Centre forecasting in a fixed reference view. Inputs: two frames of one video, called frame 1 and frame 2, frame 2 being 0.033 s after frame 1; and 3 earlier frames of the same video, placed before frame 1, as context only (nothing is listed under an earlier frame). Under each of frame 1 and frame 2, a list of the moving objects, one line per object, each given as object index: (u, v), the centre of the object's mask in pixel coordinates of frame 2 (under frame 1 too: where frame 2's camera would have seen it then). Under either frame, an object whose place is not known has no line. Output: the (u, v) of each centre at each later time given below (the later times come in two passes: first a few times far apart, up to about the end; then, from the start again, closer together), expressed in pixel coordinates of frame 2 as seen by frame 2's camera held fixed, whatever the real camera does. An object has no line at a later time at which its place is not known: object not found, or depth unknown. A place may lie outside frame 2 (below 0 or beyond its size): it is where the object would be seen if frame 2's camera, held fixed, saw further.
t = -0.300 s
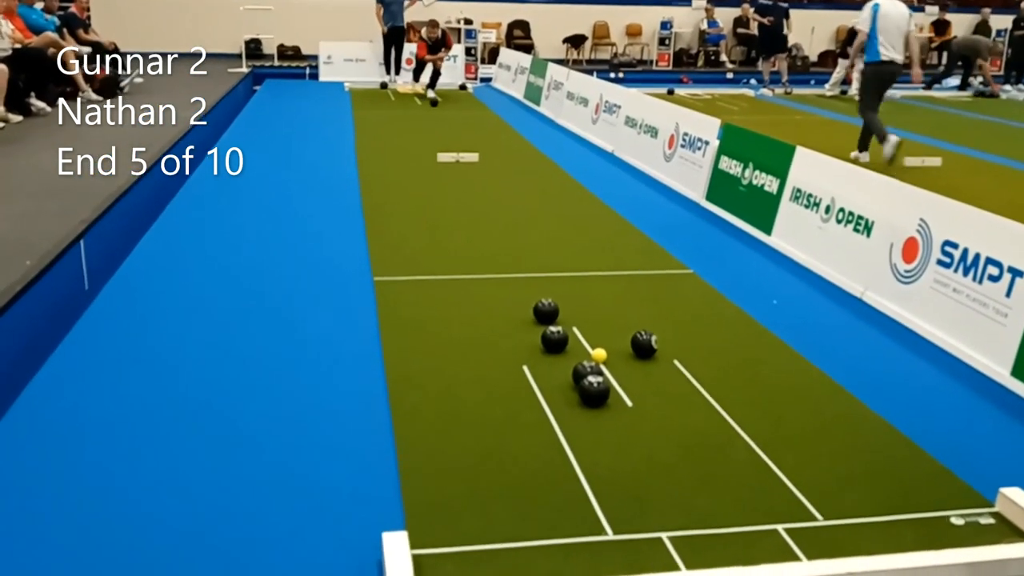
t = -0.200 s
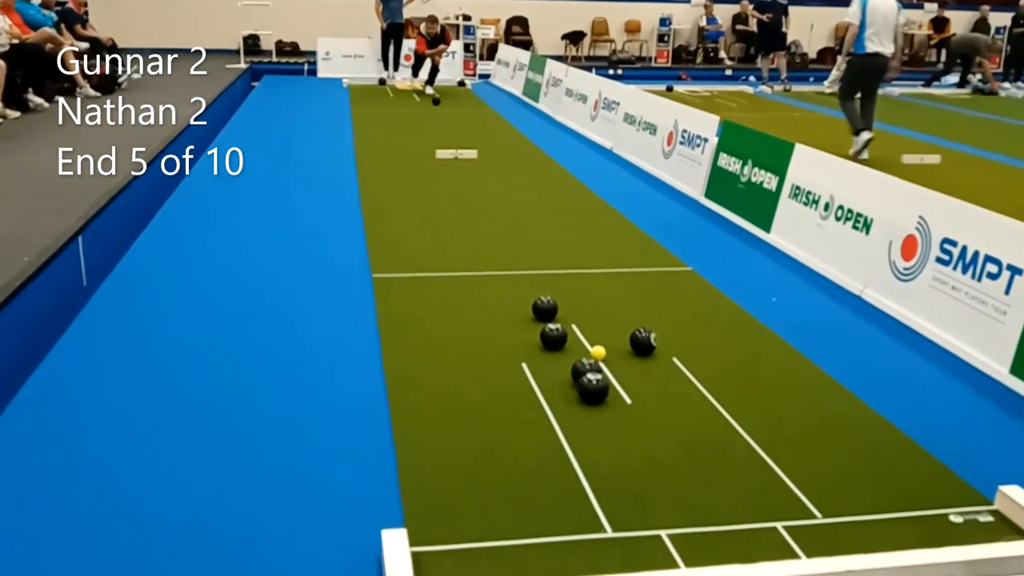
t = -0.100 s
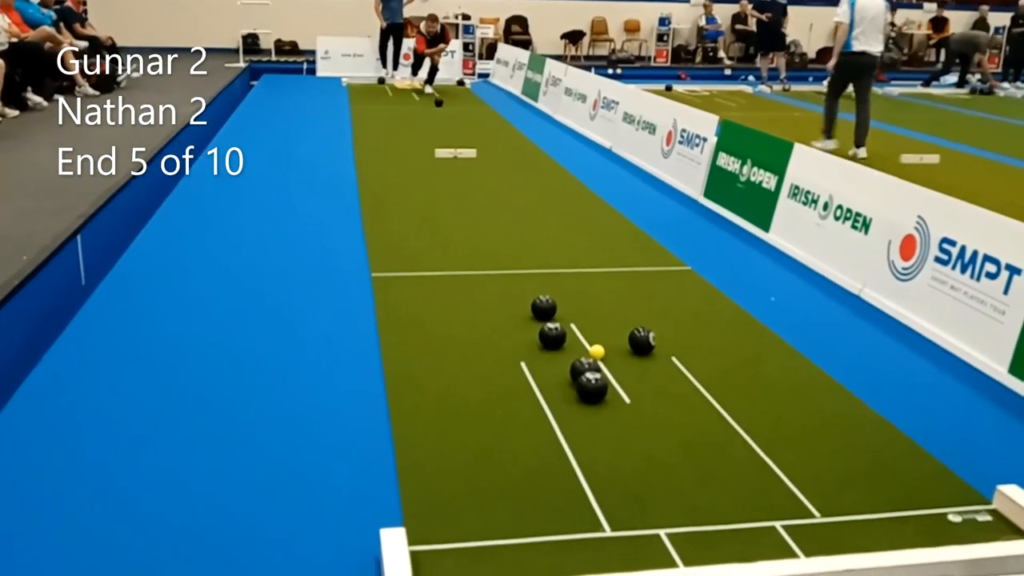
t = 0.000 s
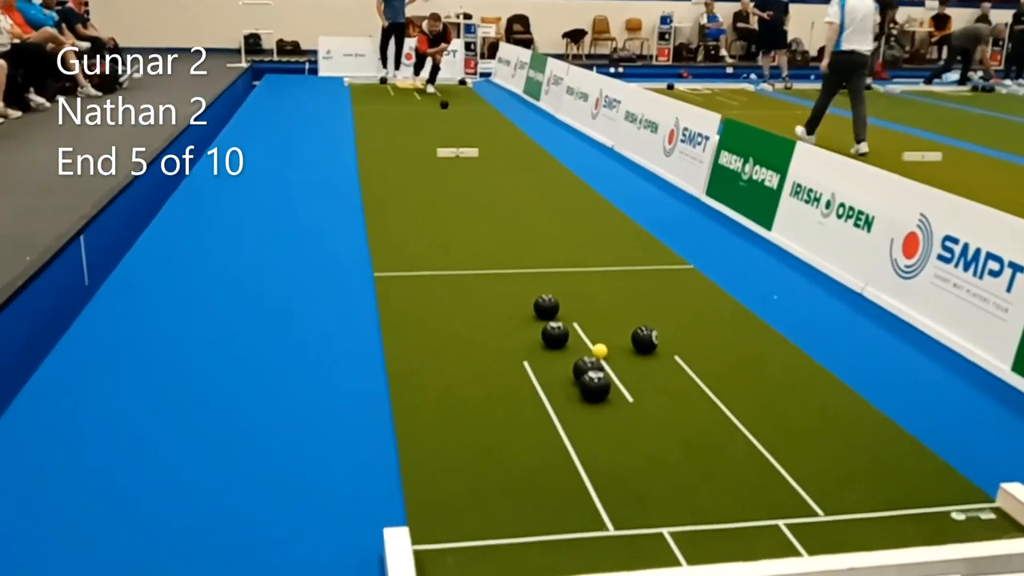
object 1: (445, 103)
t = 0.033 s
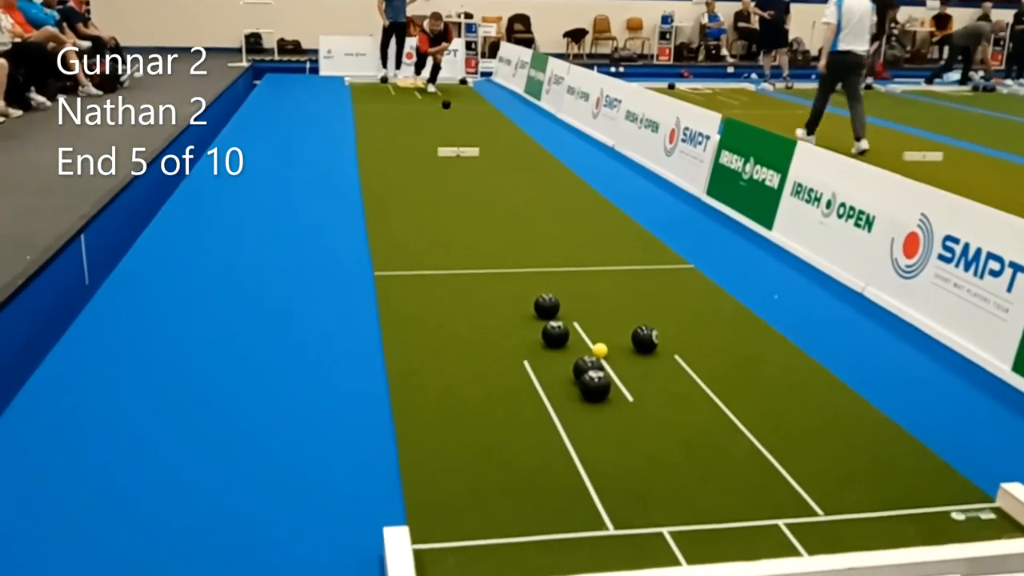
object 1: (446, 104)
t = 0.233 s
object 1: (453, 109)
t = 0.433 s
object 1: (461, 114)
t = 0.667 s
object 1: (469, 120)
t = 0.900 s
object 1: (478, 126)
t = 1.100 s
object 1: (486, 131)
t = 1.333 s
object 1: (495, 139)
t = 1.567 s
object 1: (502, 145)
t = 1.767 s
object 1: (510, 152)
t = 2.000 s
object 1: (519, 160)
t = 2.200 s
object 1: (527, 167)
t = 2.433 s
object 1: (536, 176)
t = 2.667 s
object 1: (544, 185)
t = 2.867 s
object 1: (551, 194)
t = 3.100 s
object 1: (559, 204)
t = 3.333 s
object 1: (567, 215)
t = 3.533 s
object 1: (573, 225)
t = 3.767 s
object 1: (580, 237)
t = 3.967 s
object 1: (585, 247)
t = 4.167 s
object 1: (590, 258)
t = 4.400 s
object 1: (594, 271)
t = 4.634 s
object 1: (598, 284)
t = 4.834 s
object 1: (601, 296)
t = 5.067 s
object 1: (602, 309)
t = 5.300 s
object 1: (603, 323)
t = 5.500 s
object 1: (604, 333)
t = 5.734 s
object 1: (607, 343)
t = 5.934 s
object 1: (607, 349)
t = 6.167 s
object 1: (607, 354)
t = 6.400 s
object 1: (608, 356)
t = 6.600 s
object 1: (609, 358)
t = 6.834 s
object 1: (609, 358)
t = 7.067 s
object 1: (609, 358)
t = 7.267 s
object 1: (609, 358)
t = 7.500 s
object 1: (609, 358)
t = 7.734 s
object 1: (609, 358)
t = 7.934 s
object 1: (610, 358)
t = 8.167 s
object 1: (610, 357)
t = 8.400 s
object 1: (610, 357)
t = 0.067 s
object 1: (447, 105)
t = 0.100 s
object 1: (448, 106)
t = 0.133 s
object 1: (449, 106)
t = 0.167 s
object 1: (451, 107)
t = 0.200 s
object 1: (452, 108)
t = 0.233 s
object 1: (453, 109)
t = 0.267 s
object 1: (454, 110)
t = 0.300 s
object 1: (456, 111)
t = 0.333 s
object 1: (457, 111)
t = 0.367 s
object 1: (458, 112)
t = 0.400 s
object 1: (459, 113)
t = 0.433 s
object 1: (461, 114)
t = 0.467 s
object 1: (462, 114)
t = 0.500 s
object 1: (463, 115)
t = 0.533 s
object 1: (464, 116)
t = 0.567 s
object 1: (466, 117)
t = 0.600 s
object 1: (467, 118)
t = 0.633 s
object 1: (468, 119)
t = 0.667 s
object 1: (469, 120)
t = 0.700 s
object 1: (471, 121)
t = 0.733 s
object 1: (472, 122)
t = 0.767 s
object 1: (473, 123)
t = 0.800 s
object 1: (474, 123)
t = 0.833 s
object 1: (476, 124)
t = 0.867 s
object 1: (477, 125)
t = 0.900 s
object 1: (478, 126)
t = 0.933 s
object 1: (479, 127)
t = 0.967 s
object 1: (481, 128)
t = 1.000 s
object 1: (482, 129)
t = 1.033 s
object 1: (484, 130)
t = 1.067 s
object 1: (485, 131)
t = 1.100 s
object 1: (486, 131)
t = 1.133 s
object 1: (487, 132)
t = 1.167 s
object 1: (488, 134)
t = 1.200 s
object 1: (490, 135)
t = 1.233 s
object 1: (491, 136)
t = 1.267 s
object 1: (492, 137)
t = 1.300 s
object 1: (494, 138)
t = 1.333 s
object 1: (495, 139)
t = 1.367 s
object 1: (496, 140)
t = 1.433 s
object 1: (497, 141)
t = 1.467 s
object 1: (499, 142)
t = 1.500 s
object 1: (500, 143)
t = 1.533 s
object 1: (501, 144)
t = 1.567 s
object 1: (502, 145)
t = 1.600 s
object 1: (504, 146)
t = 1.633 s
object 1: (505, 147)
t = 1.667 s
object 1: (506, 148)
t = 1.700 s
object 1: (508, 149)
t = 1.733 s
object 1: (509, 151)
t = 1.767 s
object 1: (510, 152)
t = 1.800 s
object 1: (511, 153)
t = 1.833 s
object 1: (513, 154)
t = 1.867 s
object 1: (514, 155)
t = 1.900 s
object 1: (515, 156)
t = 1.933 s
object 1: (516, 157)
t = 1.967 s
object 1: (518, 159)
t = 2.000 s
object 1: (519, 160)
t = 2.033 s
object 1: (520, 161)
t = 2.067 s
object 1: (522, 162)
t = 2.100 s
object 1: (523, 164)
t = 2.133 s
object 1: (524, 165)
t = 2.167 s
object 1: (526, 166)
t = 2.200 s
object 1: (527, 167)
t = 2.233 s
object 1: (528, 168)
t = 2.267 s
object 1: (529, 170)
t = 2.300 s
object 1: (531, 171)
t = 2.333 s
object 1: (532, 172)
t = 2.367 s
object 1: (533, 174)
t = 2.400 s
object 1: (534, 175)
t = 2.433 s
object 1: (536, 176)
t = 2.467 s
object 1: (537, 177)
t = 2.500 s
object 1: (538, 179)
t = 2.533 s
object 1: (539, 180)
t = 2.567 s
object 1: (541, 181)
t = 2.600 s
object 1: (542, 183)
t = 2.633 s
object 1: (543, 184)
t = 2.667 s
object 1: (544, 185)
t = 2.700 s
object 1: (545, 187)
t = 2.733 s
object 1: (547, 188)
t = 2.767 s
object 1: (548, 190)
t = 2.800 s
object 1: (549, 191)
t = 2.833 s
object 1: (550, 193)
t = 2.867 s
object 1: (551, 194)
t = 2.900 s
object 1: (552, 195)
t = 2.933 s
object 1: (553, 197)
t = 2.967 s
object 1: (555, 198)
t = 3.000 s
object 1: (556, 200)
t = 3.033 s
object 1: (557, 201)
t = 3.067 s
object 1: (558, 203)
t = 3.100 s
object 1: (559, 204)
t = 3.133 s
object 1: (560, 206)
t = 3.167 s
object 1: (562, 207)
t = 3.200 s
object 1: (563, 209)
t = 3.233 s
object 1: (564, 210)
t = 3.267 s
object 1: (565, 212)
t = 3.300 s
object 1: (566, 214)
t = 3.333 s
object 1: (567, 215)
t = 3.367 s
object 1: (568, 217)
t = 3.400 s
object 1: (569, 219)
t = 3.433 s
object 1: (570, 220)
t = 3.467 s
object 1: (571, 222)
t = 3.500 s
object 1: (572, 223)
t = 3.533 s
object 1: (573, 225)
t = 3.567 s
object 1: (574, 227)
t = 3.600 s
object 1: (575, 228)
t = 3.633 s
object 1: (576, 230)
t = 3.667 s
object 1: (577, 232)
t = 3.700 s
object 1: (578, 234)
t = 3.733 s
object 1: (579, 235)
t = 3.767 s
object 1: (580, 237)
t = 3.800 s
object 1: (581, 239)
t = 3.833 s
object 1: (581, 240)
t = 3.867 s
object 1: (582, 242)
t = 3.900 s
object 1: (583, 244)
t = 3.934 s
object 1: (584, 246)
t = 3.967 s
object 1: (585, 247)
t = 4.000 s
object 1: (586, 249)
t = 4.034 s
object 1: (587, 251)
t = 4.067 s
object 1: (588, 253)
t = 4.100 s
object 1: (588, 254)
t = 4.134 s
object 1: (589, 256)
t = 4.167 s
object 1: (590, 258)
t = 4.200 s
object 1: (590, 260)
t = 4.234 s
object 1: (591, 261)
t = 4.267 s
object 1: (592, 263)
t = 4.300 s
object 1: (592, 265)
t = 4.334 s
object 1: (593, 267)
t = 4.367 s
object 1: (594, 269)
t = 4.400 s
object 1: (594, 271)
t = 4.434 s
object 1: (595, 273)
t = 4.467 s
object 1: (596, 275)
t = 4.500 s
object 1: (596, 276)
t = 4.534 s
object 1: (597, 278)
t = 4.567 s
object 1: (597, 280)
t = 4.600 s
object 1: (598, 282)
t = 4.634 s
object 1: (598, 284)
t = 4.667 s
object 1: (599, 286)
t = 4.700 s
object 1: (599, 288)
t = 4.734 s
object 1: (600, 290)
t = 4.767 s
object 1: (600, 292)
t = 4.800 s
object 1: (600, 294)
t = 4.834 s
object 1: (601, 296)
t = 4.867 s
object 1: (601, 298)
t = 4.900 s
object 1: (601, 299)
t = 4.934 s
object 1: (601, 302)
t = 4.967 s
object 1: (602, 304)
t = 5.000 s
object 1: (602, 306)
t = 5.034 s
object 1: (602, 307)
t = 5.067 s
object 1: (602, 309)
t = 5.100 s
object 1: (602, 311)
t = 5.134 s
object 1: (603, 313)
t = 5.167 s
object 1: (603, 315)
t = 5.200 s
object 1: (603, 318)
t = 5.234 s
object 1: (603, 319)
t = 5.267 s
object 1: (603, 321)
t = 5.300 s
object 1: (603, 323)
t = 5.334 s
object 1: (603, 325)
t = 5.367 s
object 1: (603, 327)
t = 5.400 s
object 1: (603, 329)
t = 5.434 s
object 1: (604, 330)
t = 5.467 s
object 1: (604, 332)
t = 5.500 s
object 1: (604, 333)
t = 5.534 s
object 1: (604, 335)
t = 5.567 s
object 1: (605, 335)
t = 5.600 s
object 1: (605, 337)
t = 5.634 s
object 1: (605, 338)
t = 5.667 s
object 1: (606, 340)
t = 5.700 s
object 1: (606, 342)
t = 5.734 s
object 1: (607, 343)
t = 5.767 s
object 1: (607, 344)
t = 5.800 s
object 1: (607, 345)
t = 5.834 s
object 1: (607, 346)
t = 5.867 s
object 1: (607, 347)
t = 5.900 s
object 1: (607, 348)
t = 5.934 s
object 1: (607, 349)
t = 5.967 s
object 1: (607, 349)
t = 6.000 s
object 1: (607, 350)
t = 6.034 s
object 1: (607, 351)
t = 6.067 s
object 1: (607, 352)
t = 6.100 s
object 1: (607, 352)
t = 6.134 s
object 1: (607, 353)
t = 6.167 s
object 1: (607, 354)
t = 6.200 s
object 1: (607, 354)
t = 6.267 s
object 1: (607, 355)
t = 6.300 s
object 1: (608, 355)
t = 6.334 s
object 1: (608, 356)
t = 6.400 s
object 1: (608, 356)
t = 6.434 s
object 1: (609, 356)
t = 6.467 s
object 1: (609, 357)
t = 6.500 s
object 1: (609, 357)
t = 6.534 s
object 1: (609, 357)
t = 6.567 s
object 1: (609, 358)
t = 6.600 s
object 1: (609, 358)
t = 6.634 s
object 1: (609, 358)
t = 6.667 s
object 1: (610, 358)
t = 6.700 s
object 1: (610, 358)
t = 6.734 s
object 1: (609, 358)
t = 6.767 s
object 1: (609, 358)
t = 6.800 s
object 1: (609, 358)
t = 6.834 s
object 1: (609, 358)
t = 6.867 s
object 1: (609, 358)
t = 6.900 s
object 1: (609, 358)
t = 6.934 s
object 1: (609, 358)
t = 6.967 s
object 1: (609, 358)
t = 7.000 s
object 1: (609, 358)
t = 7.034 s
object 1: (609, 358)
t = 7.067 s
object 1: (609, 358)
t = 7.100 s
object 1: (609, 358)
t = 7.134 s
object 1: (609, 358)
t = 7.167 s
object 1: (609, 358)
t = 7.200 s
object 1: (609, 358)
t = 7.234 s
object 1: (609, 358)
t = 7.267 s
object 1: (609, 358)
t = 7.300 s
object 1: (609, 358)
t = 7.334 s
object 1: (609, 358)
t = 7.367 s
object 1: (609, 358)
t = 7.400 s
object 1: (609, 358)
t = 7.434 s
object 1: (609, 358)
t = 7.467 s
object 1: (609, 358)
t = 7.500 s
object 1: (609, 358)
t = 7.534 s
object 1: (609, 357)
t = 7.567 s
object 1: (609, 358)
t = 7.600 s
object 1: (609, 357)
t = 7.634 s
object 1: (609, 357)
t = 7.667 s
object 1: (609, 358)
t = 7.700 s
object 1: (609, 358)
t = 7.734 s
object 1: (609, 358)
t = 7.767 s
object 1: (609, 358)
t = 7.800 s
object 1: (609, 357)
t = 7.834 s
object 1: (609, 358)
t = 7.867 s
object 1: (609, 358)
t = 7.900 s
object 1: (610, 358)
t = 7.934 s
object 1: (610, 358)
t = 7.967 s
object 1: (609, 358)
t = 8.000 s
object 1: (610, 357)
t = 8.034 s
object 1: (610, 357)
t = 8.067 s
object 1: (609, 357)
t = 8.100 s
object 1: (610, 357)
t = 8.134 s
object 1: (610, 357)
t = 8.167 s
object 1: (610, 357)
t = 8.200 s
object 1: (610, 357)
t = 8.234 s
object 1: (609, 357)
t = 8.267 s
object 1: (610, 357)
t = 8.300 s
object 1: (610, 357)
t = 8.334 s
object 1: (609, 357)
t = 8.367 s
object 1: (610, 357)
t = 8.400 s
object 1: (610, 357)
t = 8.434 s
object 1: (609, 357)
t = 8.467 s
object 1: (609, 357)
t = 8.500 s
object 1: (610, 357)
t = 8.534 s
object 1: (609, 357)
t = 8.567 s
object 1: (610, 357)
